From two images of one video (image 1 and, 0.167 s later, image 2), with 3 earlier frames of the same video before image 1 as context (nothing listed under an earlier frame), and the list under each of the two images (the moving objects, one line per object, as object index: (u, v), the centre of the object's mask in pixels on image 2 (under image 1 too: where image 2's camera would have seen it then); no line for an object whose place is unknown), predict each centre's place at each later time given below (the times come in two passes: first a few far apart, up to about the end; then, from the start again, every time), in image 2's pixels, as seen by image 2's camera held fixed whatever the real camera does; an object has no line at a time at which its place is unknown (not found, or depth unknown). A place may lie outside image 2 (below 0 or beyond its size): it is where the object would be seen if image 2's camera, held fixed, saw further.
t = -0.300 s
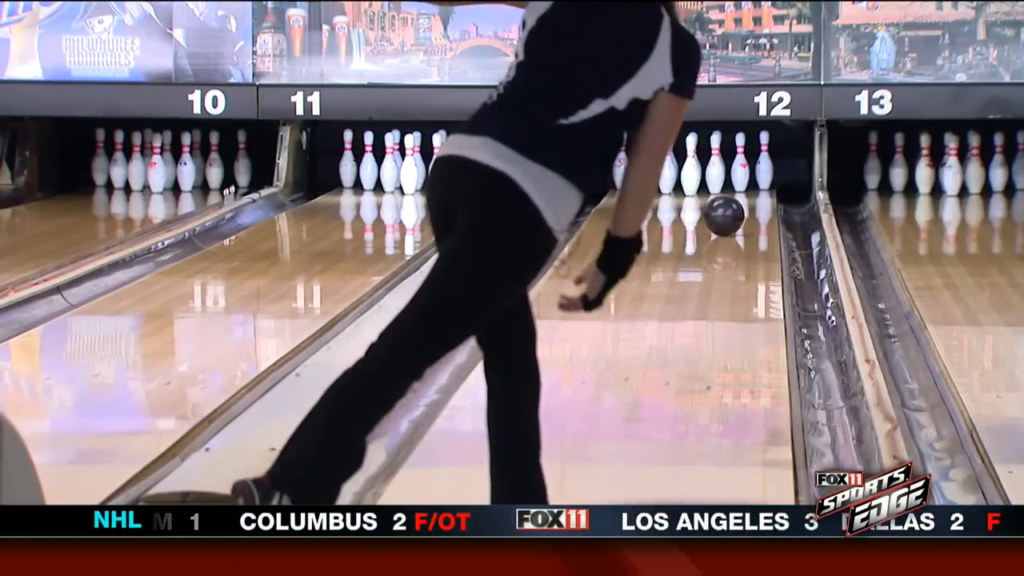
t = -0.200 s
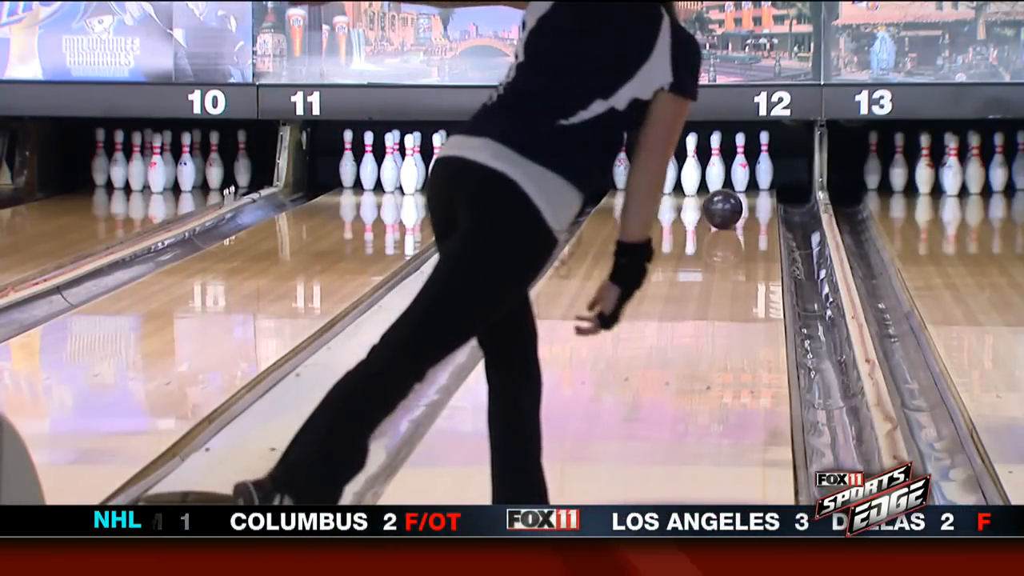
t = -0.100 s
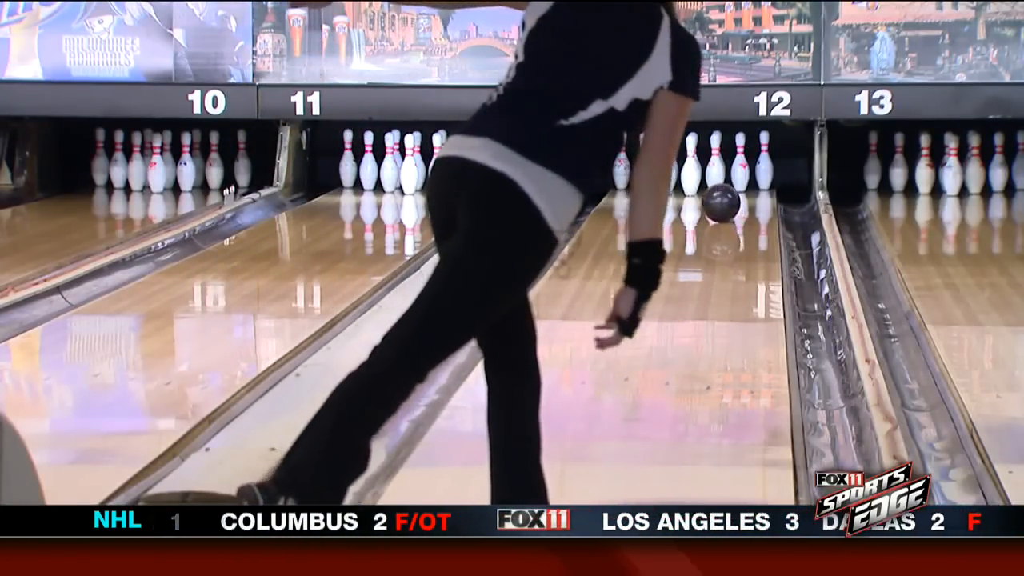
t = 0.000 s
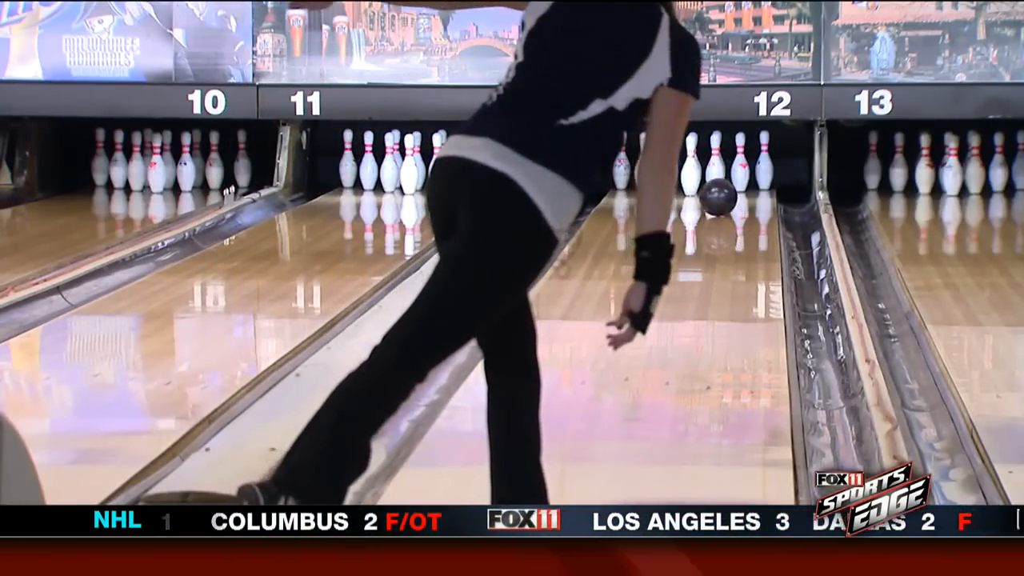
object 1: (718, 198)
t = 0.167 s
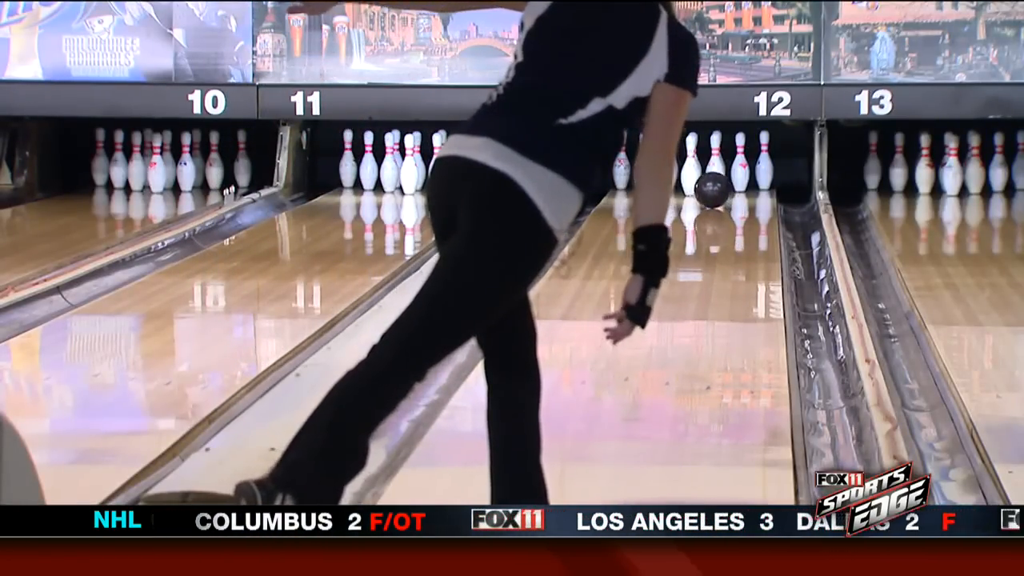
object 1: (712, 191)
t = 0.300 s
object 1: (706, 185)
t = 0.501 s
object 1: (702, 178)
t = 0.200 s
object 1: (711, 189)
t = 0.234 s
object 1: (709, 188)
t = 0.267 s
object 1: (708, 186)
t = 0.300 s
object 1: (706, 185)
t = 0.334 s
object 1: (705, 183)
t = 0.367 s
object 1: (703, 182)
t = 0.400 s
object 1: (701, 181)
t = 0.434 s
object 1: (702, 180)
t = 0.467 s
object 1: (703, 179)
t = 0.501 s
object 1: (702, 178)
